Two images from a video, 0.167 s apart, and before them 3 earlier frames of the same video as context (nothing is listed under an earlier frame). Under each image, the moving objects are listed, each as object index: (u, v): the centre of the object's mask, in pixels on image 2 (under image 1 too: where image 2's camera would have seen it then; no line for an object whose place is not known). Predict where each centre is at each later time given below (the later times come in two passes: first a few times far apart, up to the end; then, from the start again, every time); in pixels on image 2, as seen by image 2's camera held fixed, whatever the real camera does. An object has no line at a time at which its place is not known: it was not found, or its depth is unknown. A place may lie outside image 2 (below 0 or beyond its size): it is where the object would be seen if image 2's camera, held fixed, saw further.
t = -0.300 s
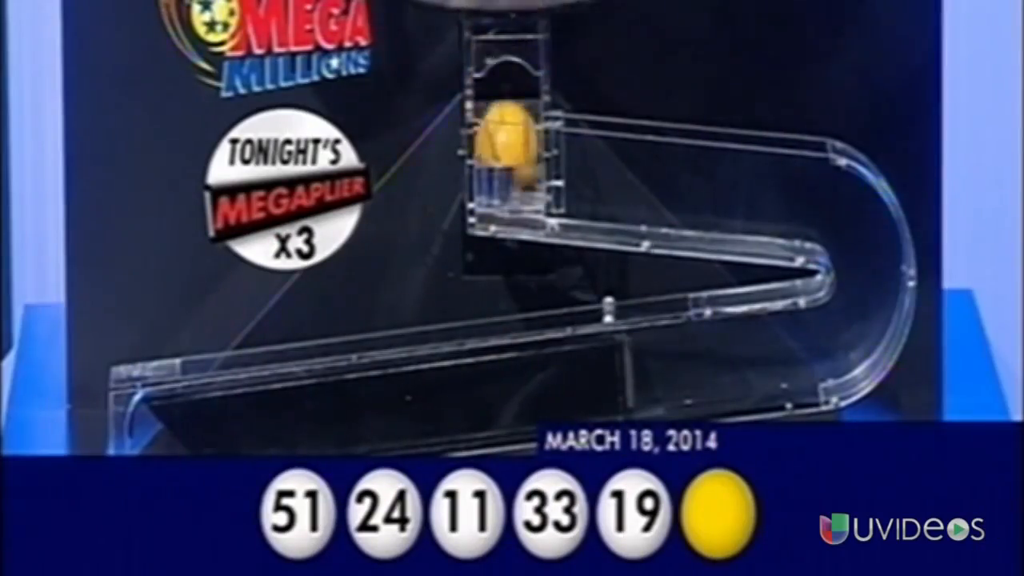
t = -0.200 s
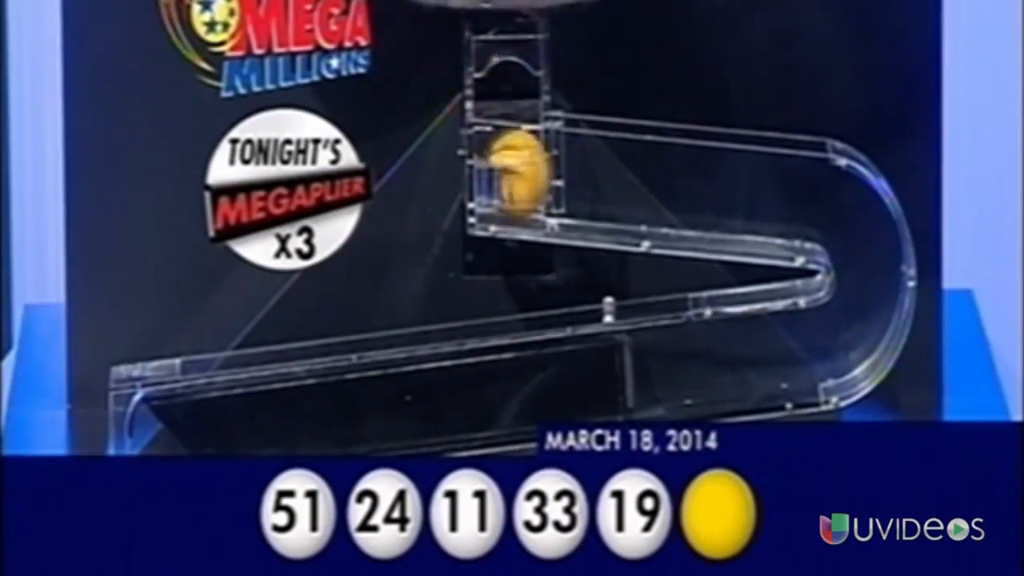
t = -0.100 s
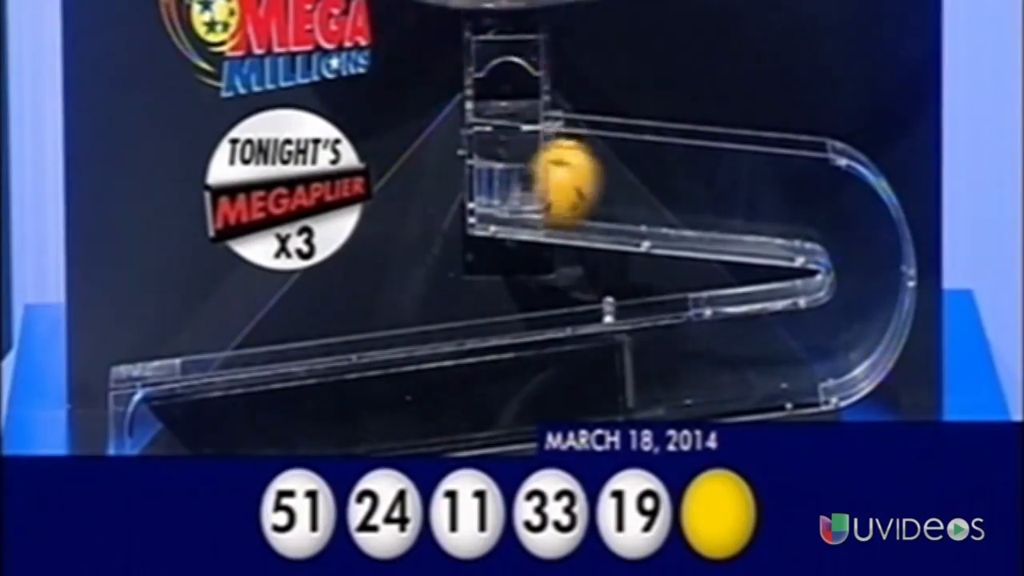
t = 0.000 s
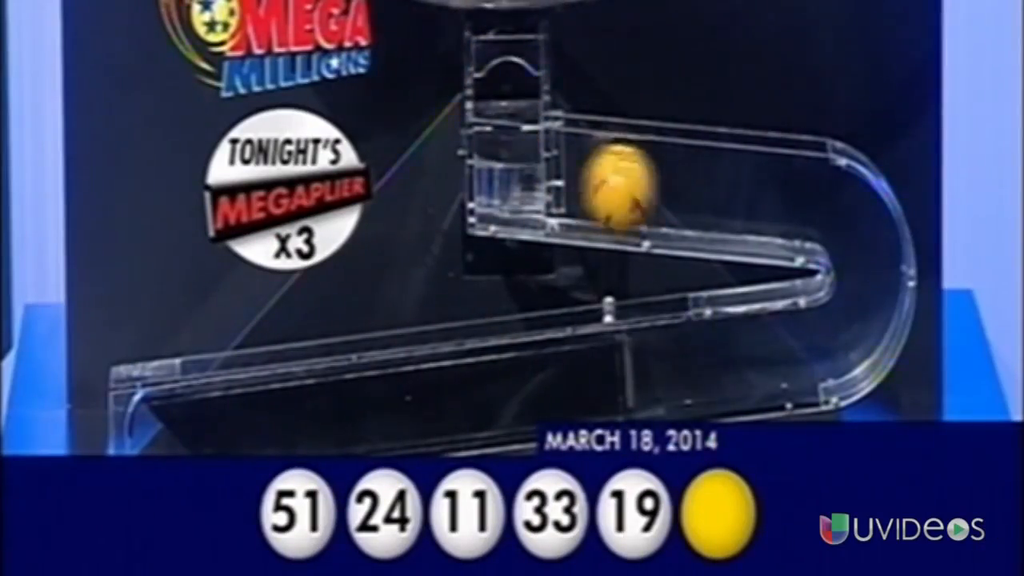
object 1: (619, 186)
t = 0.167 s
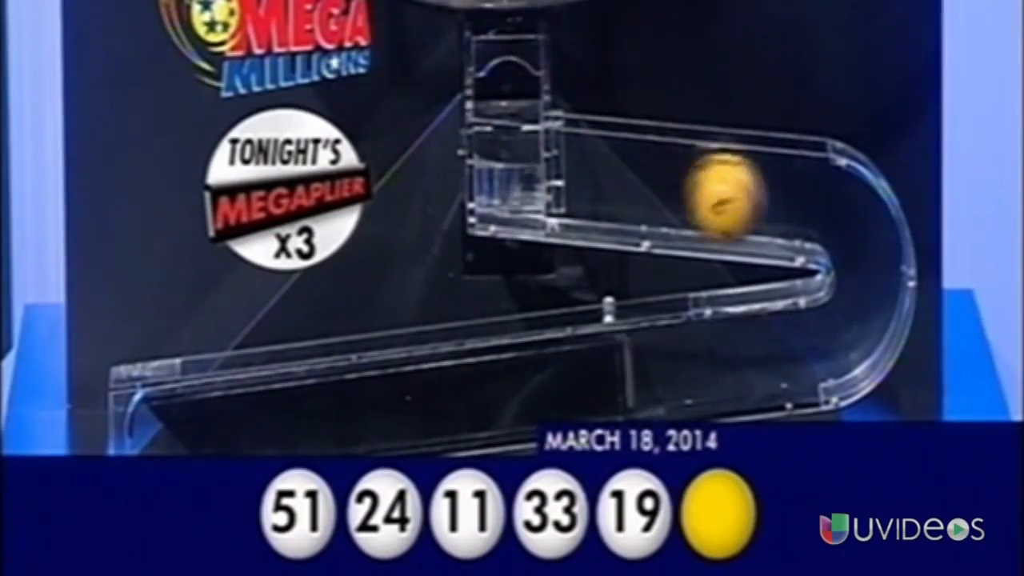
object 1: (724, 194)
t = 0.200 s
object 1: (747, 196)
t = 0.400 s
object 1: (858, 309)
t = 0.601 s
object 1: (669, 362)
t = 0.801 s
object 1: (683, 364)
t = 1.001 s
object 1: (672, 364)
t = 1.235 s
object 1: (665, 366)
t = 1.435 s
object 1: (665, 366)
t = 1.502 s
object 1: (665, 366)
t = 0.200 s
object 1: (747, 196)
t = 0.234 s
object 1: (771, 199)
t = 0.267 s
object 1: (796, 202)
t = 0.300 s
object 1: (823, 207)
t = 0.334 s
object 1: (849, 223)
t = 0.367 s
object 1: (866, 258)
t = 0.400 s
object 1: (858, 309)
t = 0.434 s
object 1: (822, 340)
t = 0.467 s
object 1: (783, 348)
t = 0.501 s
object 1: (750, 352)
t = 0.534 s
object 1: (720, 355)
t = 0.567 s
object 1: (694, 359)
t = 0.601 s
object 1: (669, 362)
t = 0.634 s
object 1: (669, 365)
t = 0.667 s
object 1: (675, 364)
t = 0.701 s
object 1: (678, 364)
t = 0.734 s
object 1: (681, 364)
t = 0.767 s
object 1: (682, 364)
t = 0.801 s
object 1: (683, 364)
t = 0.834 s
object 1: (683, 363)
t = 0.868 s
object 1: (682, 363)
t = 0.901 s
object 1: (681, 363)
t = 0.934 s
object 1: (679, 364)
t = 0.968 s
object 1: (676, 364)
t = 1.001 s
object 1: (672, 364)
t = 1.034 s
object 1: (668, 365)
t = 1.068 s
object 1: (666, 365)
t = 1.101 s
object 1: (666, 366)
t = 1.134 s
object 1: (666, 365)
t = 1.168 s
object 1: (665, 366)
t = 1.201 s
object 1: (665, 366)
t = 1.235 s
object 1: (665, 366)
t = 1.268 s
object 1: (665, 366)
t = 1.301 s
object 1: (665, 366)
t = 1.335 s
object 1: (665, 366)
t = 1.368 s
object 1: (665, 366)
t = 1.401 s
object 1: (665, 366)
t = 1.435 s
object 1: (665, 366)
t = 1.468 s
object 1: (665, 366)
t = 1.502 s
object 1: (665, 366)
